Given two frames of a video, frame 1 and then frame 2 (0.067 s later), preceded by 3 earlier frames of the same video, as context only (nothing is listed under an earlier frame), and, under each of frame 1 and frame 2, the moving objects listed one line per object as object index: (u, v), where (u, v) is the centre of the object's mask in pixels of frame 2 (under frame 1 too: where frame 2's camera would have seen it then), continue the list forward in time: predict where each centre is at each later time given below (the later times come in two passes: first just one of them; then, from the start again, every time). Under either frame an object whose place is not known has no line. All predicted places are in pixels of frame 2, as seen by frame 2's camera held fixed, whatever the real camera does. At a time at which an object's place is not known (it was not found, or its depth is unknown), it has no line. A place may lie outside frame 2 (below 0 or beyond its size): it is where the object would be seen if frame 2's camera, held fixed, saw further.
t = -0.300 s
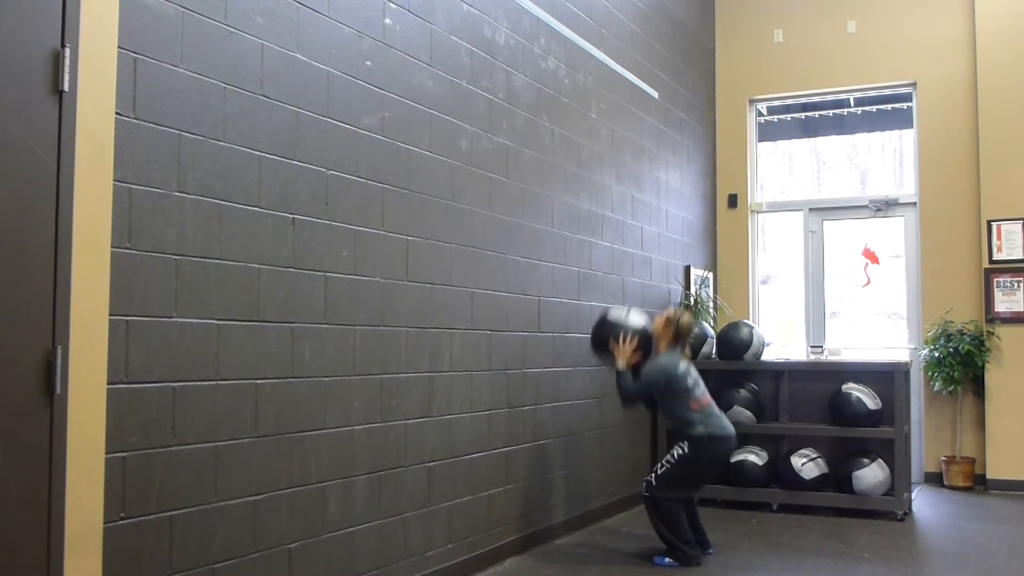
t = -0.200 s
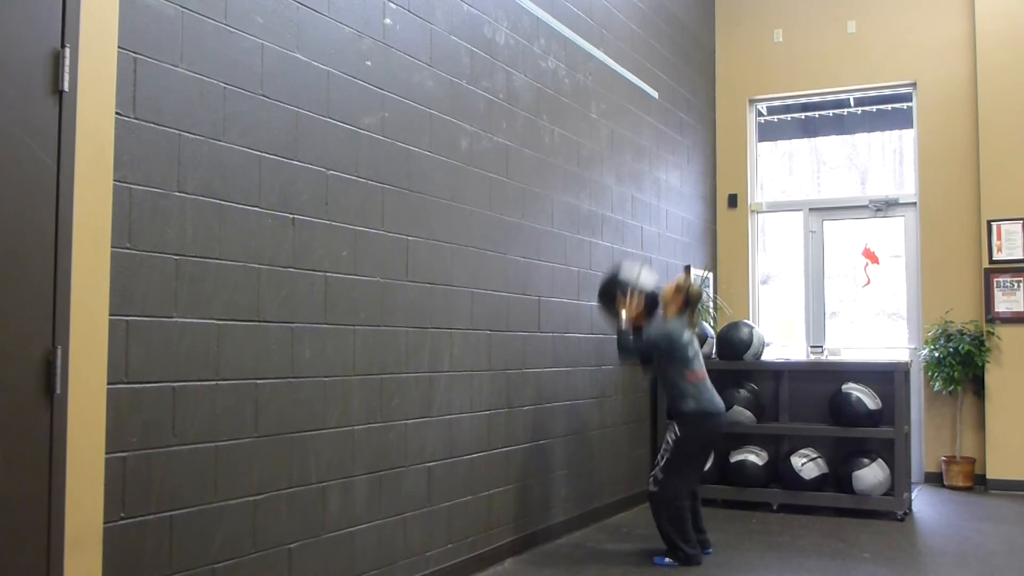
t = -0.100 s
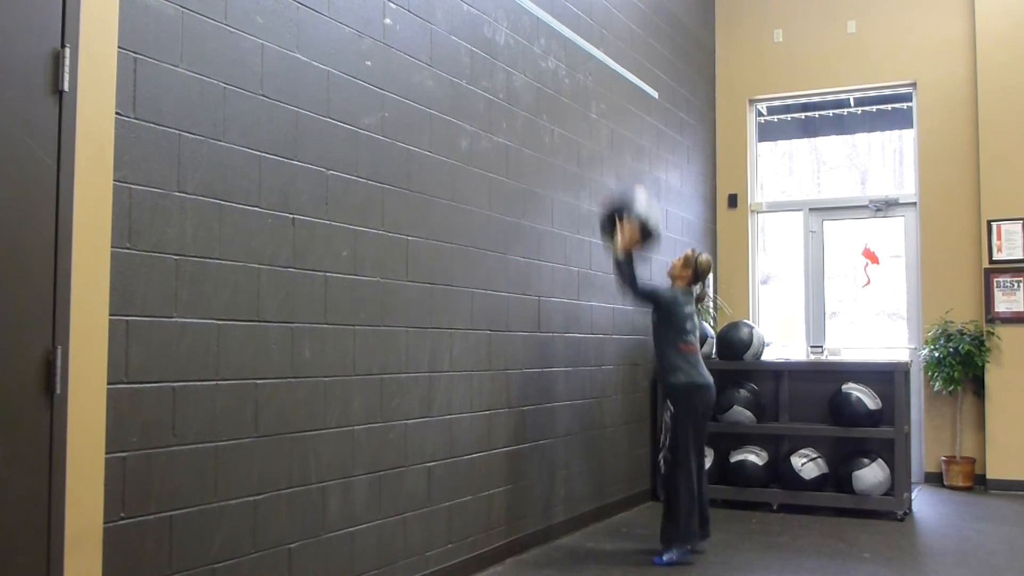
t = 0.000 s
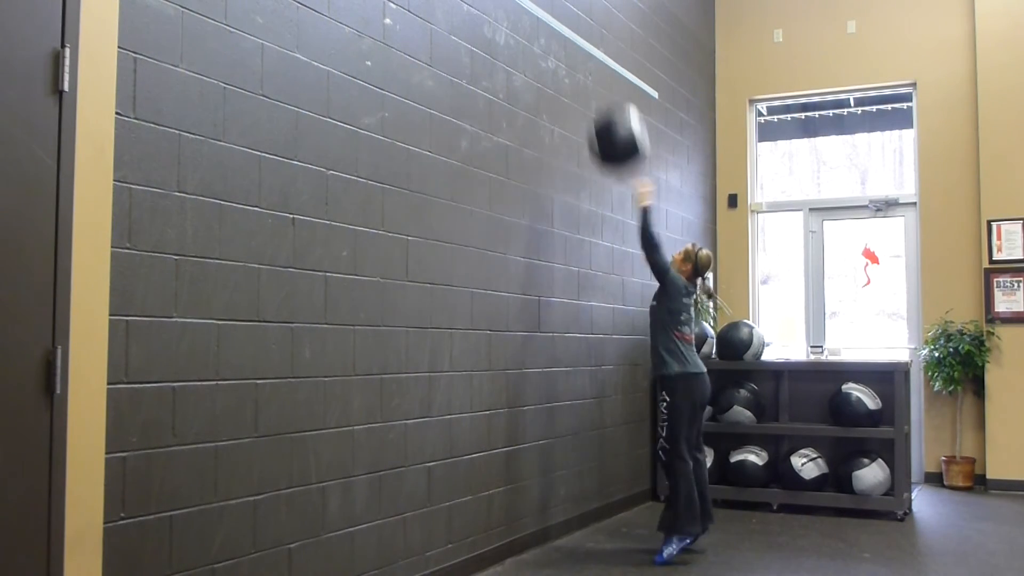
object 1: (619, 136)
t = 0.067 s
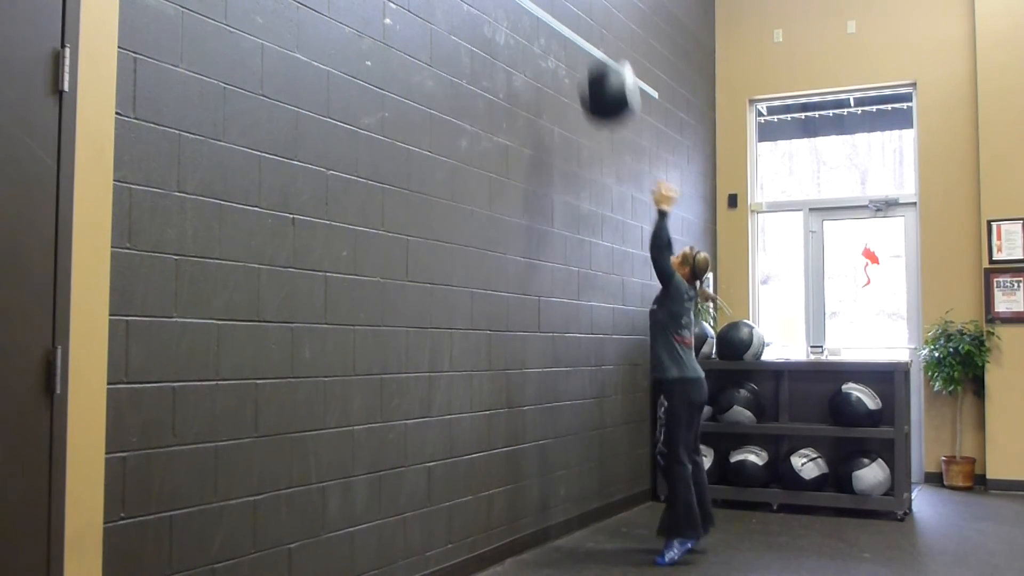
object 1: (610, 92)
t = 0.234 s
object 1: (587, 18)
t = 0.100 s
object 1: (606, 72)
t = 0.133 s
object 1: (601, 53)
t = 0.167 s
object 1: (597, 37)
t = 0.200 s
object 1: (592, 25)
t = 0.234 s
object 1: (587, 18)
